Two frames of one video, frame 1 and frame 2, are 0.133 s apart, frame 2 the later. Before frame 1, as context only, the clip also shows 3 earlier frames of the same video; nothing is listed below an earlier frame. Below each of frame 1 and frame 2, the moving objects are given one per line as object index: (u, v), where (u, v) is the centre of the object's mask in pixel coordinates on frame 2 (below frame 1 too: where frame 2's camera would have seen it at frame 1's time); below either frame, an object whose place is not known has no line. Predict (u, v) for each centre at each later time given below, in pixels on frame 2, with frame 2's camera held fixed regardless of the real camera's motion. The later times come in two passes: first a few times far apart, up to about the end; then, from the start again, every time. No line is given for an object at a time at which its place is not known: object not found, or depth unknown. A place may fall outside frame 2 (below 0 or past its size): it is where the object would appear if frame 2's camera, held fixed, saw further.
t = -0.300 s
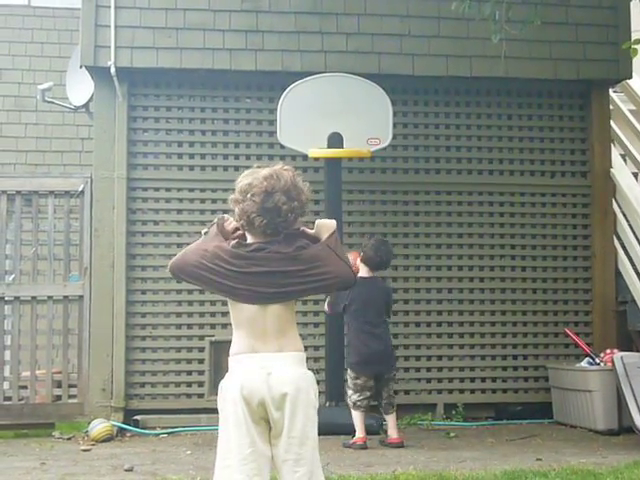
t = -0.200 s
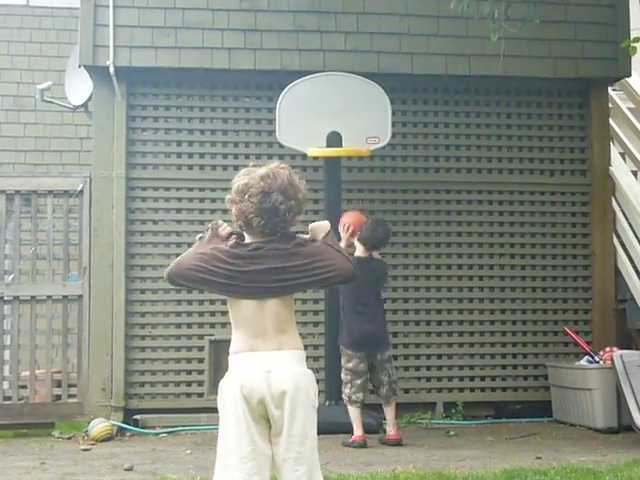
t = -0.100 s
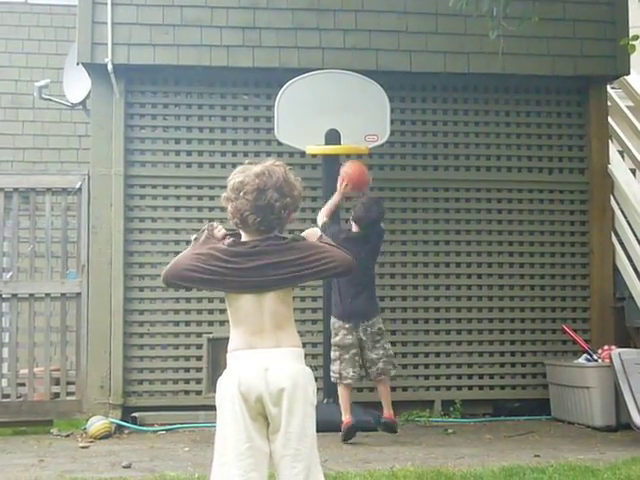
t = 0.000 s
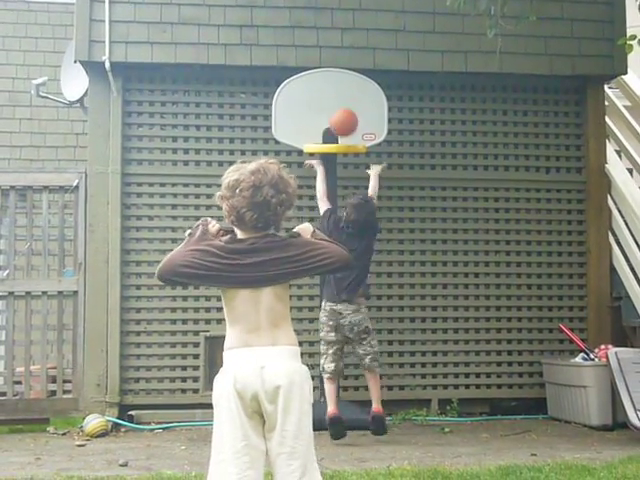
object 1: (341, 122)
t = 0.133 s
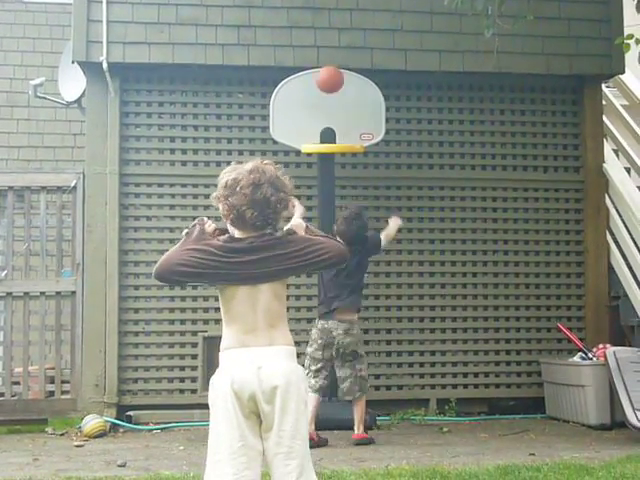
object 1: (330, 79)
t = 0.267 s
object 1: (319, 66)
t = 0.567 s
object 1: (314, 133)
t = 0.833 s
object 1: (348, 131)
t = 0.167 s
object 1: (326, 73)
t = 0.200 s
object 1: (324, 69)
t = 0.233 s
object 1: (322, 67)
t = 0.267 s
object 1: (319, 66)
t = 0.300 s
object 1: (317, 68)
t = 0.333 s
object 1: (316, 71)
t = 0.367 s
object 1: (316, 76)
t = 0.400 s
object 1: (315, 83)
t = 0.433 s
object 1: (315, 91)
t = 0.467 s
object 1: (313, 101)
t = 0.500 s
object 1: (313, 112)
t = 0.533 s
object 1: (312, 125)
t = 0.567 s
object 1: (314, 133)
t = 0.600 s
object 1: (317, 130)
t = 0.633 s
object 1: (321, 126)
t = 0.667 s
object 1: (326, 122)
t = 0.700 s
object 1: (330, 121)
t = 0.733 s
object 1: (335, 122)
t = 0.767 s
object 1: (340, 123)
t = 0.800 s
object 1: (345, 127)
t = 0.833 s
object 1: (348, 131)
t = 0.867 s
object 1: (354, 139)
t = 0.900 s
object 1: (360, 148)
